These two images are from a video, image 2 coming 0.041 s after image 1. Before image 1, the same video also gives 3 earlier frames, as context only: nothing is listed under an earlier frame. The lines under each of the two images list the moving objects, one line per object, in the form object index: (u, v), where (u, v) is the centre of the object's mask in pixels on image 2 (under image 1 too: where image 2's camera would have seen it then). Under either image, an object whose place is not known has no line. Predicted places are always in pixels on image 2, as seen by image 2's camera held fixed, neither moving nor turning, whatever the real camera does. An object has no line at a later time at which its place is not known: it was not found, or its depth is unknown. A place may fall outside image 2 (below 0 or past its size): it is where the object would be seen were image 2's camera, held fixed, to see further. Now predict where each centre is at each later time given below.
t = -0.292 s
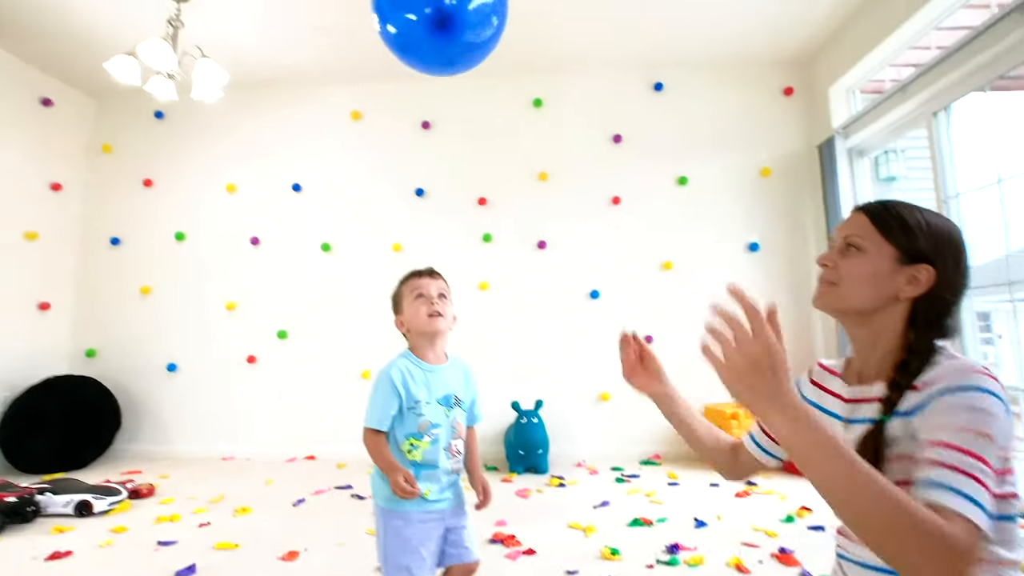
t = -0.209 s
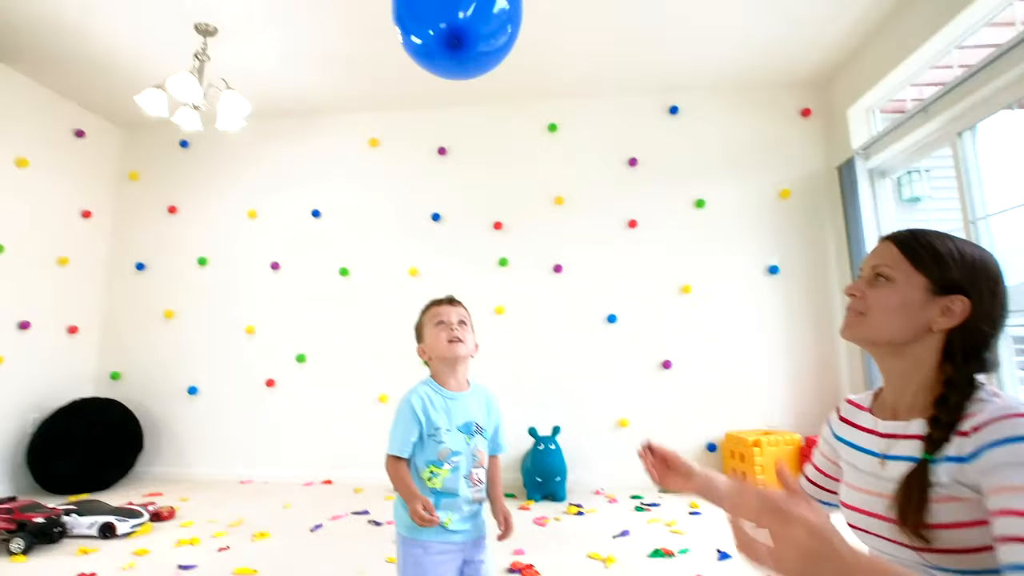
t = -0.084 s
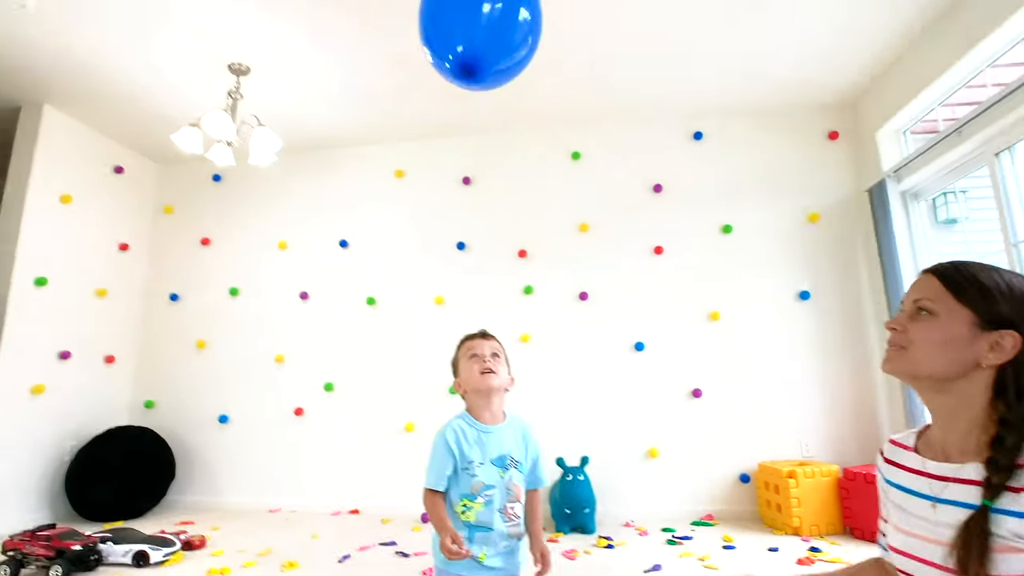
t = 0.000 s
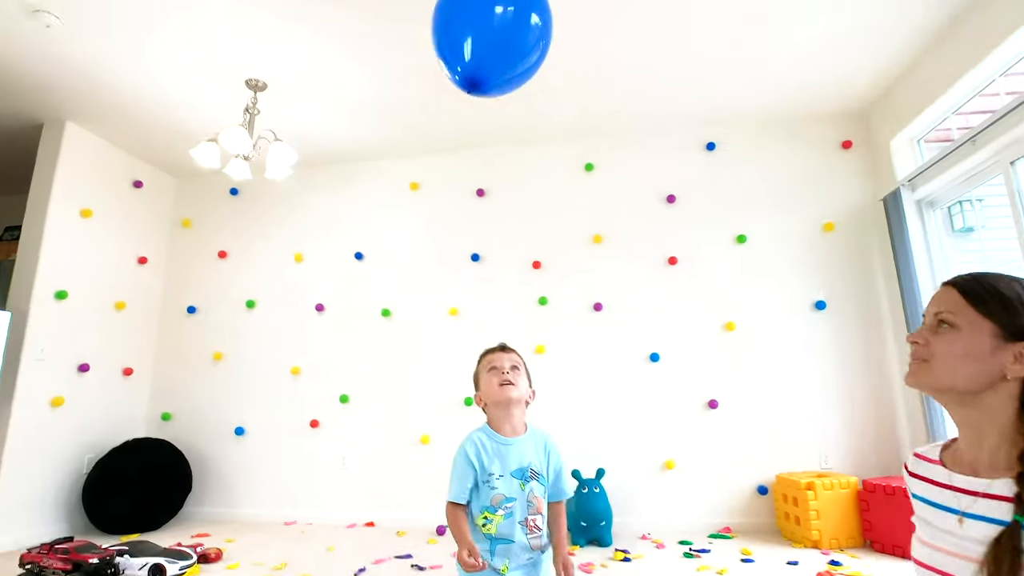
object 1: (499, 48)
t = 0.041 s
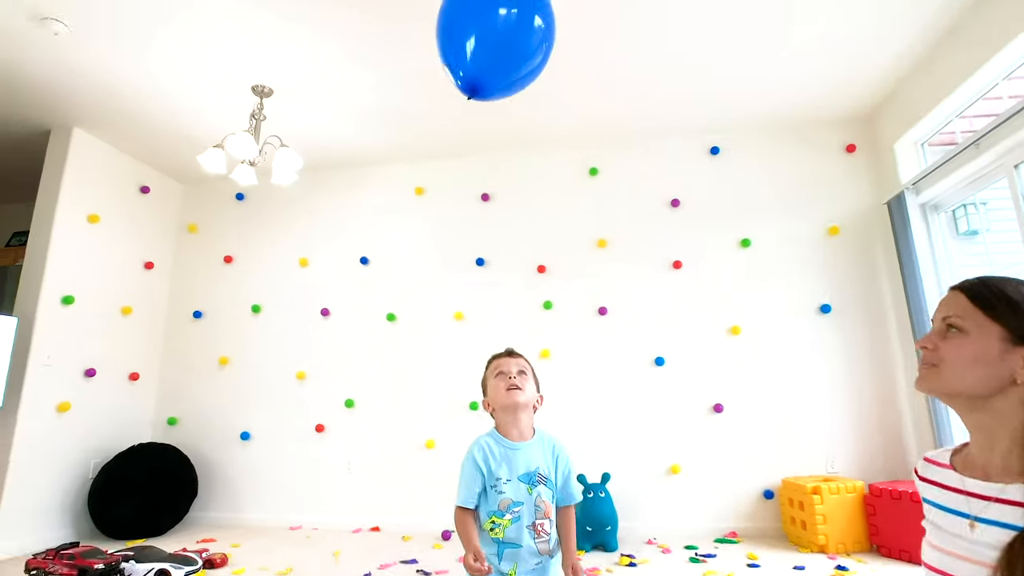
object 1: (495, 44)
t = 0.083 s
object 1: (490, 39)
